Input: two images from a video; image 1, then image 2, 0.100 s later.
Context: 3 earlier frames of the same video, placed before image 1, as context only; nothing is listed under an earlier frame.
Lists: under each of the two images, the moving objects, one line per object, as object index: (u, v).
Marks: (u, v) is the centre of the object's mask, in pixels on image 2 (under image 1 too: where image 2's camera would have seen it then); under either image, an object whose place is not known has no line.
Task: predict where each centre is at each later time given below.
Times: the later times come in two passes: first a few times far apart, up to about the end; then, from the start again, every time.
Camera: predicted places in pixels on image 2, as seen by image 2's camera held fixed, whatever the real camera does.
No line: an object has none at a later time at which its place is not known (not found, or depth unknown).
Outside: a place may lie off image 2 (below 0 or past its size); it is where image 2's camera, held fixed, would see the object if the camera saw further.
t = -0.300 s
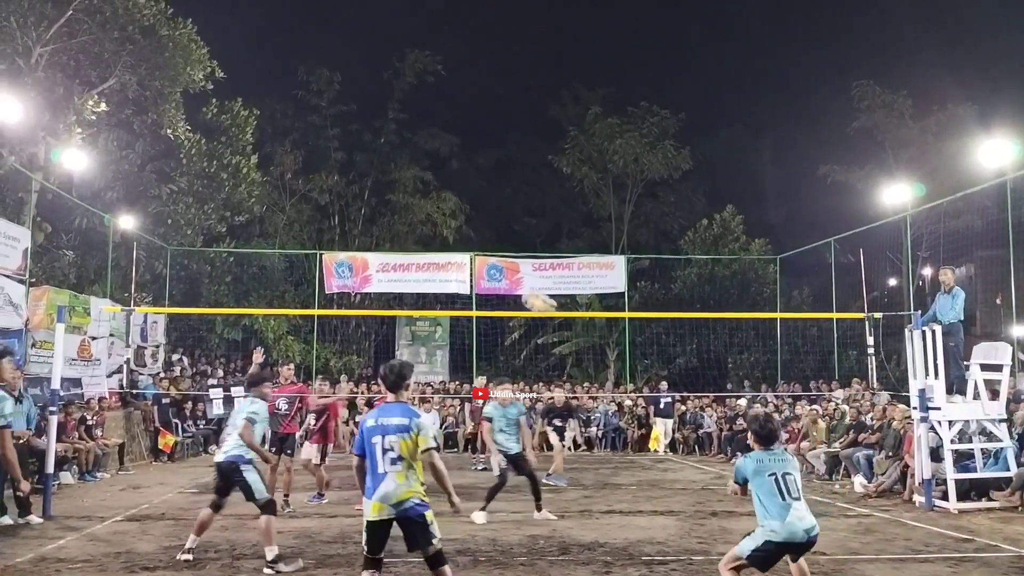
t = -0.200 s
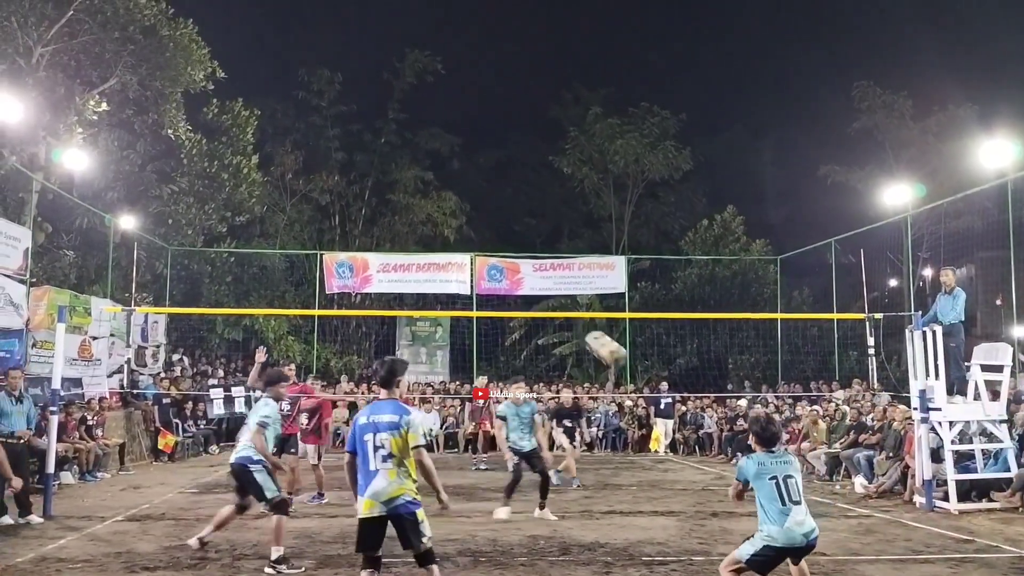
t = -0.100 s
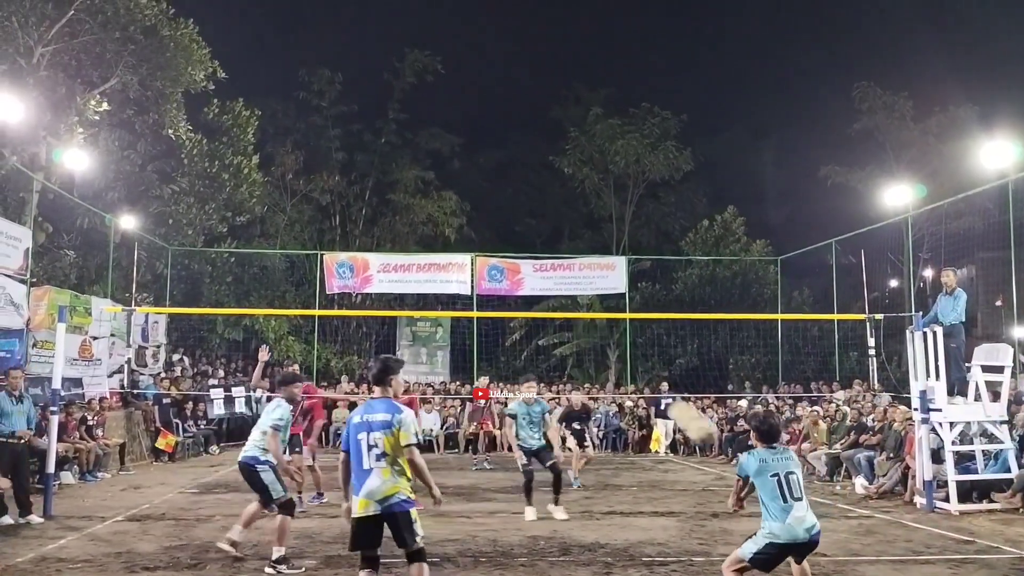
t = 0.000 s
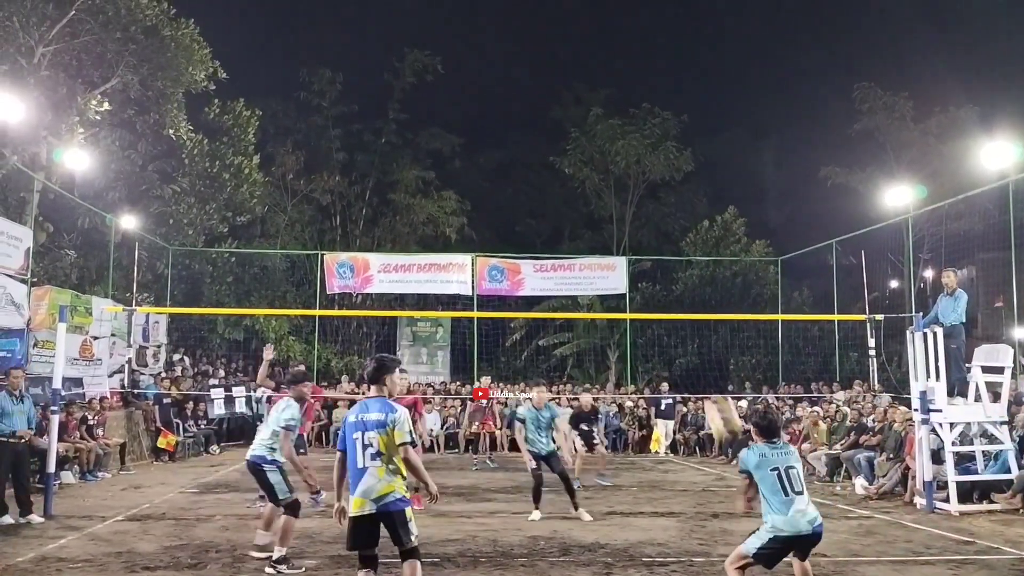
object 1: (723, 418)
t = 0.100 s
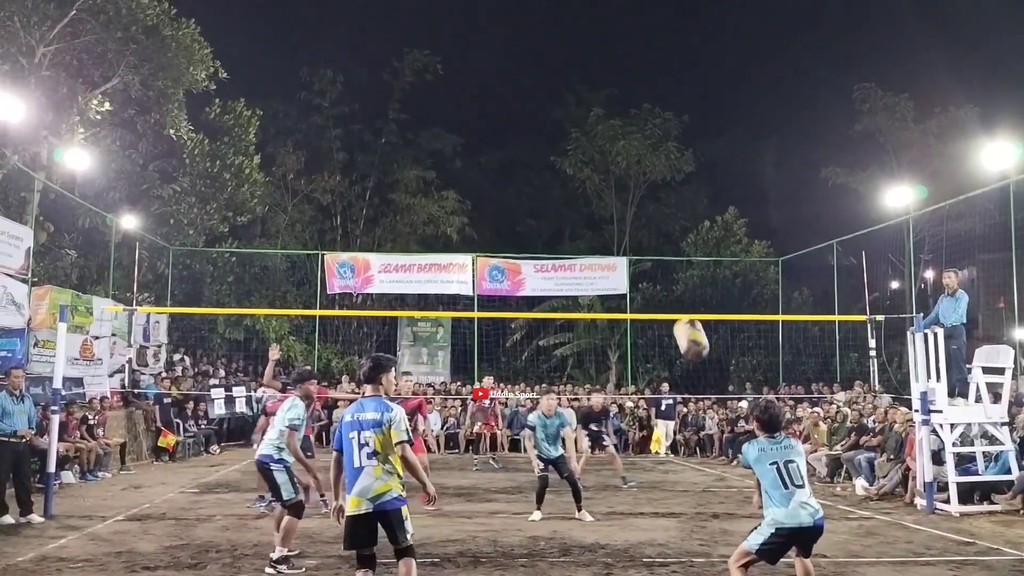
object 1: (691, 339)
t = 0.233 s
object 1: (655, 263)
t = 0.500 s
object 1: (595, 189)
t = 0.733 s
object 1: (551, 190)
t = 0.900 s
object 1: (524, 221)
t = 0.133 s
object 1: (682, 318)
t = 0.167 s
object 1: (672, 296)
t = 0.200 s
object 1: (663, 279)
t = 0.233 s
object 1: (655, 263)
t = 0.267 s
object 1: (647, 250)
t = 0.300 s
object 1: (638, 236)
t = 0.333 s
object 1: (630, 224)
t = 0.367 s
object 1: (623, 215)
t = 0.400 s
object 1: (615, 206)
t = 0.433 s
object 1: (608, 199)
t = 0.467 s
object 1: (601, 193)
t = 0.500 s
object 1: (595, 189)
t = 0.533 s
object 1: (588, 186)
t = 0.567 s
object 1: (581, 184)
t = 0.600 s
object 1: (575, 182)
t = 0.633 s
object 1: (569, 183)
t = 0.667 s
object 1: (563, 184)
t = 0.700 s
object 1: (557, 187)
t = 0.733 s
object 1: (551, 190)
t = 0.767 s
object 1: (546, 194)
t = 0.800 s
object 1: (540, 199)
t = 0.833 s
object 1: (534, 206)
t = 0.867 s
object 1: (529, 213)
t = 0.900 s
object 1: (524, 221)
